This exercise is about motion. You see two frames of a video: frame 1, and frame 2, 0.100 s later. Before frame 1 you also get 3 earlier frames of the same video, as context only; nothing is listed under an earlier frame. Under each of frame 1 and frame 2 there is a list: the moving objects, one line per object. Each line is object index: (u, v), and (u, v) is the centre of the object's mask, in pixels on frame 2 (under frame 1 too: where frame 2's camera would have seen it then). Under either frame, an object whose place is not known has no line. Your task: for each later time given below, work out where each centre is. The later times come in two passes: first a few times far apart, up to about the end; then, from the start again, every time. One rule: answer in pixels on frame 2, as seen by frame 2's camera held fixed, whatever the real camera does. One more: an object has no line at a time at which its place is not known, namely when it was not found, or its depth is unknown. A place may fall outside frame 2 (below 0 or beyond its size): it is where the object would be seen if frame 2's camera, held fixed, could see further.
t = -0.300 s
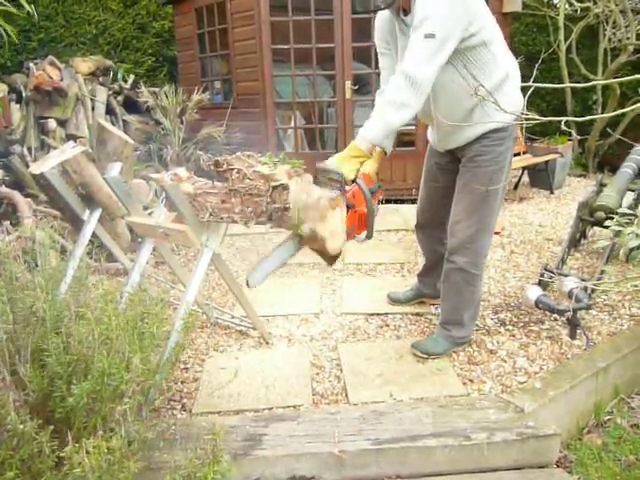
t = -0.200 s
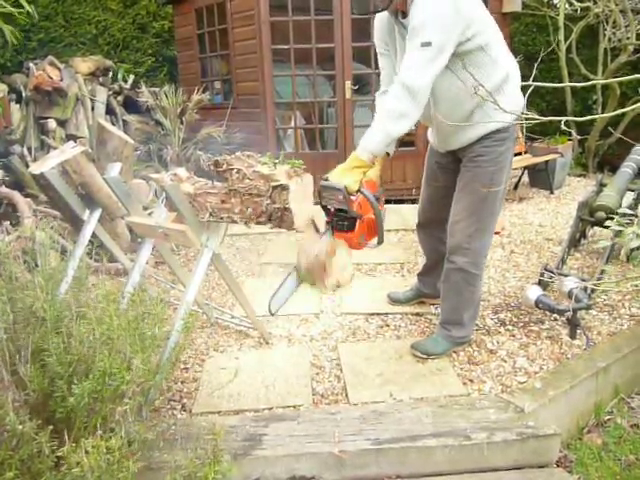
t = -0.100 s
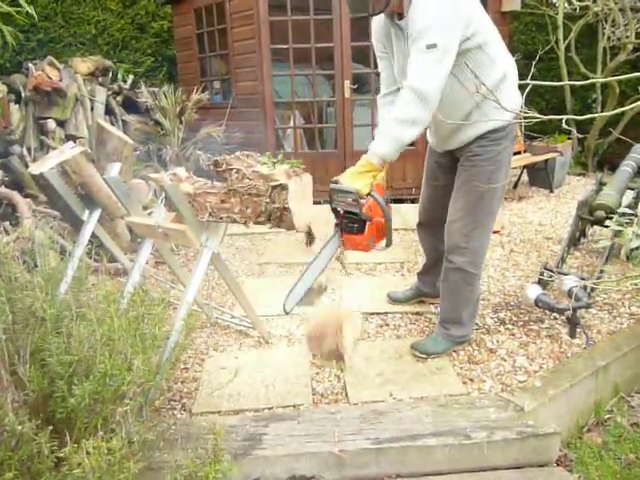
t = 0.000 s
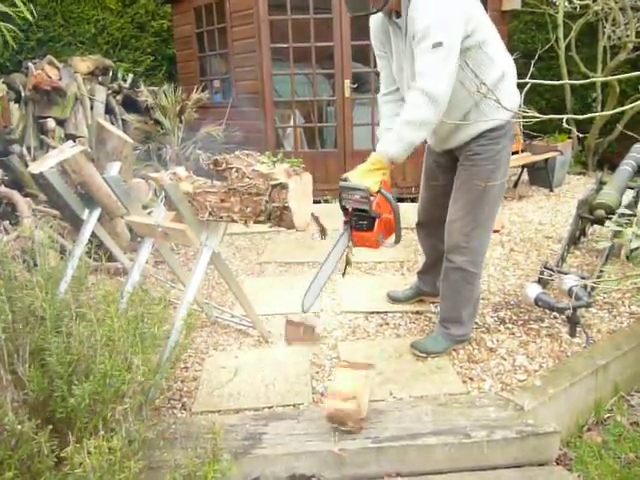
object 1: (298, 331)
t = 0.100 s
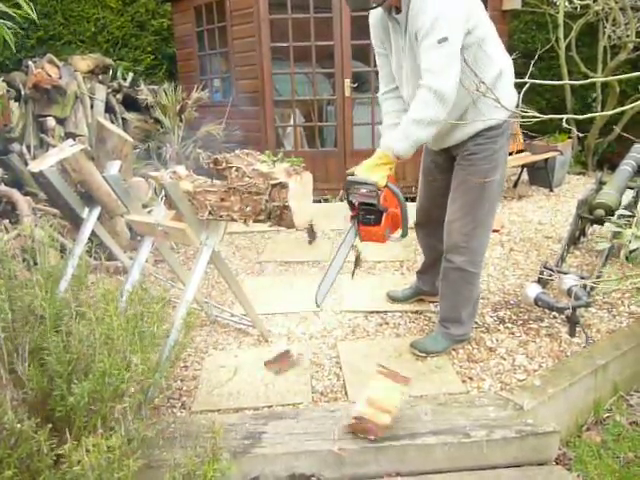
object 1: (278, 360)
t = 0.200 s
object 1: (267, 355)
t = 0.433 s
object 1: (266, 355)
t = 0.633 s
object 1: (266, 355)
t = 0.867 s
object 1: (266, 355)
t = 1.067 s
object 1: (266, 355)
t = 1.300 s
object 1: (266, 355)
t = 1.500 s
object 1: (266, 355)
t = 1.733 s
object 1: (266, 355)
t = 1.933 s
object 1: (266, 355)
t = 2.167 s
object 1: (266, 355)
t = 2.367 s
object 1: (266, 355)
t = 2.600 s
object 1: (266, 355)
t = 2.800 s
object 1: (267, 355)
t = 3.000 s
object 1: (267, 355)
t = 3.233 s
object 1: (266, 355)
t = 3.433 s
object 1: (266, 355)
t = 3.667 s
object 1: (266, 355)
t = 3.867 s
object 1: (266, 355)
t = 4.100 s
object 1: (266, 355)
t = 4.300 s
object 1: (266, 355)
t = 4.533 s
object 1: (266, 355)
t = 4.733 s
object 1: (266, 355)
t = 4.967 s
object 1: (267, 355)
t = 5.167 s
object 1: (266, 355)
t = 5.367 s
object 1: (267, 355)
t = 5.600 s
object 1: (267, 355)
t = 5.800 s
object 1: (267, 355)
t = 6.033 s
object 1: (267, 355)
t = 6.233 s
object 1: (267, 355)
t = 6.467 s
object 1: (267, 355)
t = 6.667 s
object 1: (267, 355)
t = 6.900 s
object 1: (267, 355)
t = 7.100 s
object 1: (267, 355)
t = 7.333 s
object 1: (266, 355)
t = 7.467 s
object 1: (266, 355)
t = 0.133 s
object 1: (279, 360)
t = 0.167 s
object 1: (269, 356)
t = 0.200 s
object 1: (267, 355)
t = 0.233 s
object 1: (266, 355)
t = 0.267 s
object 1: (265, 355)
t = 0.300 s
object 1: (265, 355)
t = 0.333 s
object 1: (265, 355)
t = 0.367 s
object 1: (265, 355)
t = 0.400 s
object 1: (265, 355)
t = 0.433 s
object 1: (266, 355)
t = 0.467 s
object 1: (266, 355)
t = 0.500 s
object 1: (266, 355)
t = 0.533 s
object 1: (266, 355)
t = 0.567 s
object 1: (266, 355)
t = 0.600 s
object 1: (266, 355)
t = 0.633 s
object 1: (266, 355)
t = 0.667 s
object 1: (266, 355)
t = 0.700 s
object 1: (266, 355)
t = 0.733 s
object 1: (266, 355)
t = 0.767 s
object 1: (266, 355)
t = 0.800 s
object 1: (266, 355)
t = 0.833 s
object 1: (266, 355)
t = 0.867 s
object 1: (266, 355)
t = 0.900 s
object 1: (266, 355)
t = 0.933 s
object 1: (266, 355)
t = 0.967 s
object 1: (266, 355)
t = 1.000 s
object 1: (266, 355)
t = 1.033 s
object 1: (266, 355)
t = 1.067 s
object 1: (266, 355)
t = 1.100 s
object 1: (266, 355)
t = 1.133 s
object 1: (266, 355)
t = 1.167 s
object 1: (266, 355)
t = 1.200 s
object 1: (266, 355)
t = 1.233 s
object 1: (267, 355)
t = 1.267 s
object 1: (267, 355)
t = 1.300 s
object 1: (266, 355)
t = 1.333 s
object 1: (266, 355)
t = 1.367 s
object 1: (266, 355)
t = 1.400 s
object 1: (266, 355)
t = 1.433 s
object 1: (266, 355)
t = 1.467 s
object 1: (266, 355)
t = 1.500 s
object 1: (266, 355)
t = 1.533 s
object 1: (266, 355)
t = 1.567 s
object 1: (266, 355)
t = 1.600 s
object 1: (266, 355)
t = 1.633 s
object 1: (266, 355)
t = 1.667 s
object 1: (266, 355)
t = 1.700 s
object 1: (266, 355)
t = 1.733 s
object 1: (266, 355)
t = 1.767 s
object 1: (266, 355)
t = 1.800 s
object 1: (266, 355)
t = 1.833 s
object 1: (266, 355)
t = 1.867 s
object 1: (266, 355)
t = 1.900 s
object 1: (266, 355)
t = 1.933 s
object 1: (266, 355)
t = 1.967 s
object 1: (266, 355)
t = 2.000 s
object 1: (266, 355)
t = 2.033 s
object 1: (266, 355)
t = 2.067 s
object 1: (266, 355)
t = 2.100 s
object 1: (266, 355)
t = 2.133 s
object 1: (266, 355)
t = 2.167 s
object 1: (266, 355)
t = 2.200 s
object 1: (266, 355)
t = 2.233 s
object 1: (266, 355)
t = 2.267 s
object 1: (266, 355)
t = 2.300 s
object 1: (266, 355)
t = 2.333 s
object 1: (266, 355)
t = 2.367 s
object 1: (266, 355)
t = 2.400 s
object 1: (266, 355)
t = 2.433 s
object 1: (266, 355)
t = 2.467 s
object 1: (266, 355)
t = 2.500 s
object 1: (266, 355)
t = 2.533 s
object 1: (266, 355)
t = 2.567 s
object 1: (266, 355)
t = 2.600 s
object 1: (266, 355)
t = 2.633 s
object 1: (266, 355)
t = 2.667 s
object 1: (266, 355)
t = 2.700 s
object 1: (266, 355)
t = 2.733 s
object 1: (266, 355)
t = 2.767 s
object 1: (267, 355)
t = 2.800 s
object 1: (267, 355)
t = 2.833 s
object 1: (267, 355)
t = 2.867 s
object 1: (267, 355)
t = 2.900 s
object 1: (267, 355)
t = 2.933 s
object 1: (267, 355)
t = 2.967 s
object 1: (267, 355)
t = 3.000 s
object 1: (267, 355)
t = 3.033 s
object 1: (267, 355)
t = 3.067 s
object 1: (266, 355)
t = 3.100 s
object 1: (266, 355)
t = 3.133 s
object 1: (266, 355)
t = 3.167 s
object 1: (266, 355)
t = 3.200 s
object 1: (266, 355)
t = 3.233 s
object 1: (266, 355)
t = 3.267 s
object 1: (266, 355)
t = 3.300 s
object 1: (266, 355)
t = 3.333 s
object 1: (266, 355)
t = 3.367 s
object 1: (266, 355)
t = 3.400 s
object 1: (266, 355)
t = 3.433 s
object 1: (266, 355)
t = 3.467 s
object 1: (266, 355)
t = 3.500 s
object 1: (266, 355)
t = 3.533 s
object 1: (266, 355)
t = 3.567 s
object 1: (266, 355)
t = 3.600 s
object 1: (266, 355)
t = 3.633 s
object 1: (266, 355)
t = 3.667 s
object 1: (266, 355)
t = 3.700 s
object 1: (266, 355)
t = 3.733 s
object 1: (266, 355)
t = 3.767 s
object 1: (266, 355)
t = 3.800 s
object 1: (266, 355)
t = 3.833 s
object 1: (266, 355)
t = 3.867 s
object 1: (266, 355)
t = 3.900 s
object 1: (266, 355)
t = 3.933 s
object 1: (266, 355)
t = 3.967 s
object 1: (266, 355)
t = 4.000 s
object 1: (266, 355)
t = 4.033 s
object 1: (266, 355)
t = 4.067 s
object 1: (266, 355)
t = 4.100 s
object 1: (266, 355)
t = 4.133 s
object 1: (266, 355)
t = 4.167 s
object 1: (266, 355)
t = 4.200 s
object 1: (266, 355)
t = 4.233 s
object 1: (266, 355)
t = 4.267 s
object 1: (266, 355)
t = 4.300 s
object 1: (266, 355)
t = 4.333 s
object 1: (266, 355)
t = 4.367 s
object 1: (266, 355)
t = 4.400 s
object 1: (266, 355)
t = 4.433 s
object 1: (266, 355)
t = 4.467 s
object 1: (266, 355)
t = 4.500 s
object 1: (266, 355)
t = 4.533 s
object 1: (266, 355)
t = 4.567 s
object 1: (266, 355)
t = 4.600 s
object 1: (266, 355)
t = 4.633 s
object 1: (266, 355)
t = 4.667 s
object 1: (266, 355)
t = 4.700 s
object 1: (266, 355)
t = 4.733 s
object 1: (266, 355)
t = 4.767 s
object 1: (266, 355)
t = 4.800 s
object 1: (266, 355)
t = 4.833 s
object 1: (266, 355)
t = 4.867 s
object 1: (266, 355)
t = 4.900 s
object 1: (266, 355)
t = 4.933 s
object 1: (266, 355)
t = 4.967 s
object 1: (267, 355)
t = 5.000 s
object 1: (267, 355)
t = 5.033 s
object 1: (267, 355)
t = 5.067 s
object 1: (267, 355)
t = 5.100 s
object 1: (266, 355)
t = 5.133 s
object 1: (267, 355)
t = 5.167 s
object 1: (266, 355)
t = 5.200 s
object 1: (267, 355)
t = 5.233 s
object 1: (267, 355)
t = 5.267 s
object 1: (267, 355)
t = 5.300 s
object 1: (267, 355)
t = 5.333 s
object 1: (267, 355)
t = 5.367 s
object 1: (267, 355)
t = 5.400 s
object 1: (267, 355)
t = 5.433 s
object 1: (267, 355)
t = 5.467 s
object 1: (267, 355)
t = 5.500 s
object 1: (267, 355)
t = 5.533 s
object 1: (267, 355)
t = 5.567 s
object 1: (267, 355)
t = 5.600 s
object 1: (267, 355)
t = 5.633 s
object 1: (267, 355)
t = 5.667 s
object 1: (267, 355)
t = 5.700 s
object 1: (267, 355)
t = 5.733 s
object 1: (267, 355)
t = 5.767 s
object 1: (267, 355)
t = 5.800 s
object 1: (267, 355)
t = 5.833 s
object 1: (267, 355)
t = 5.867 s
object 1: (267, 355)
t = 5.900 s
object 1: (267, 355)
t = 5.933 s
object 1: (267, 355)
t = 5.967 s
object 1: (267, 355)
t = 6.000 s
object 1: (267, 355)
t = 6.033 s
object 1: (267, 355)
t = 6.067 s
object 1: (267, 355)
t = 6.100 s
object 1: (267, 355)
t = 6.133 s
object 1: (267, 355)
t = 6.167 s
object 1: (267, 355)
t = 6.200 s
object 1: (267, 355)
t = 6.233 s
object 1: (267, 355)
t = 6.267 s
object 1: (267, 355)
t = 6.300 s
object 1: (267, 355)
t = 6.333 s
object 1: (267, 355)
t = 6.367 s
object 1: (267, 355)
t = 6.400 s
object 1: (267, 355)
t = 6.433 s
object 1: (267, 355)
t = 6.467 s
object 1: (267, 355)
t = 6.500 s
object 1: (267, 355)
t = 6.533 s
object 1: (267, 355)
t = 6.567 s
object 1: (267, 355)
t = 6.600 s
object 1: (267, 355)
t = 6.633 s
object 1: (267, 355)
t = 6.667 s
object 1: (267, 355)
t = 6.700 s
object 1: (267, 355)
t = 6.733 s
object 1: (267, 355)
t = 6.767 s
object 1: (267, 355)
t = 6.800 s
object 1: (267, 355)
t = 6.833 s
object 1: (267, 355)
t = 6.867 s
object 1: (267, 355)
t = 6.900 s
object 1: (267, 355)
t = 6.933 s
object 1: (267, 355)
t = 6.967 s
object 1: (267, 355)
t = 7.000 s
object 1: (266, 355)
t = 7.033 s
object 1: (266, 355)
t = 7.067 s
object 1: (266, 355)
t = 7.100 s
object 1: (267, 355)
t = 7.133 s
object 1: (266, 355)
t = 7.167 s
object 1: (266, 355)
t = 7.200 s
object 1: (266, 355)
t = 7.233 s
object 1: (266, 355)
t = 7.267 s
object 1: (266, 355)
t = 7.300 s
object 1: (266, 355)
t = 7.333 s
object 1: (266, 355)
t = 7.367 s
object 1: (266, 355)
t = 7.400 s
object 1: (267, 355)
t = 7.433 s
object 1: (266, 355)
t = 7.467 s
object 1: (266, 355)
